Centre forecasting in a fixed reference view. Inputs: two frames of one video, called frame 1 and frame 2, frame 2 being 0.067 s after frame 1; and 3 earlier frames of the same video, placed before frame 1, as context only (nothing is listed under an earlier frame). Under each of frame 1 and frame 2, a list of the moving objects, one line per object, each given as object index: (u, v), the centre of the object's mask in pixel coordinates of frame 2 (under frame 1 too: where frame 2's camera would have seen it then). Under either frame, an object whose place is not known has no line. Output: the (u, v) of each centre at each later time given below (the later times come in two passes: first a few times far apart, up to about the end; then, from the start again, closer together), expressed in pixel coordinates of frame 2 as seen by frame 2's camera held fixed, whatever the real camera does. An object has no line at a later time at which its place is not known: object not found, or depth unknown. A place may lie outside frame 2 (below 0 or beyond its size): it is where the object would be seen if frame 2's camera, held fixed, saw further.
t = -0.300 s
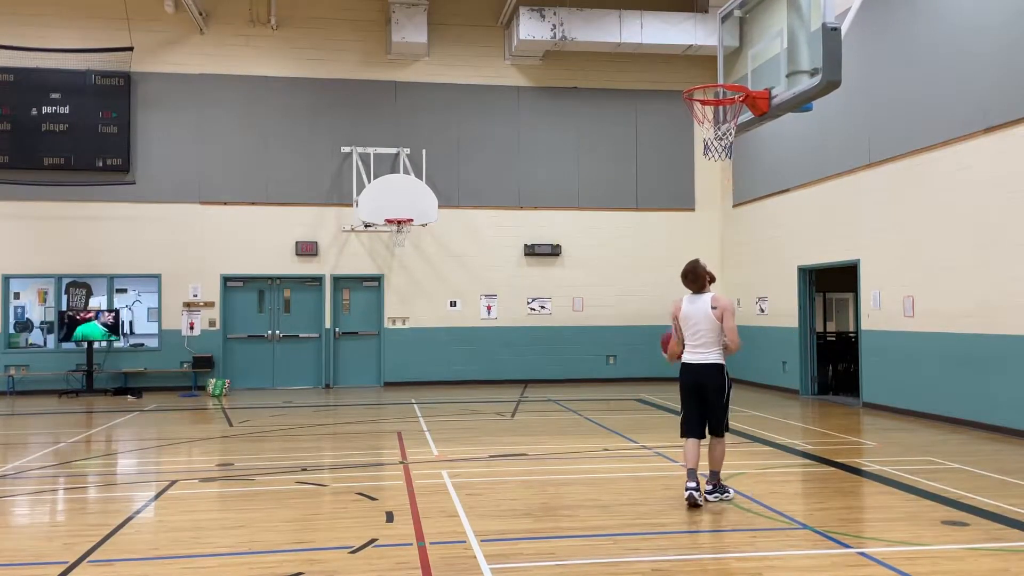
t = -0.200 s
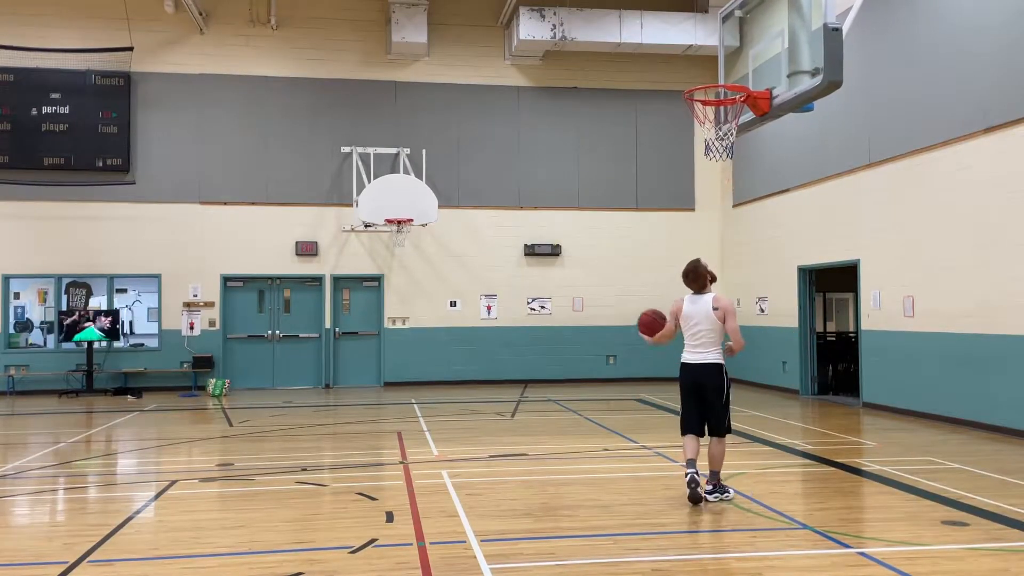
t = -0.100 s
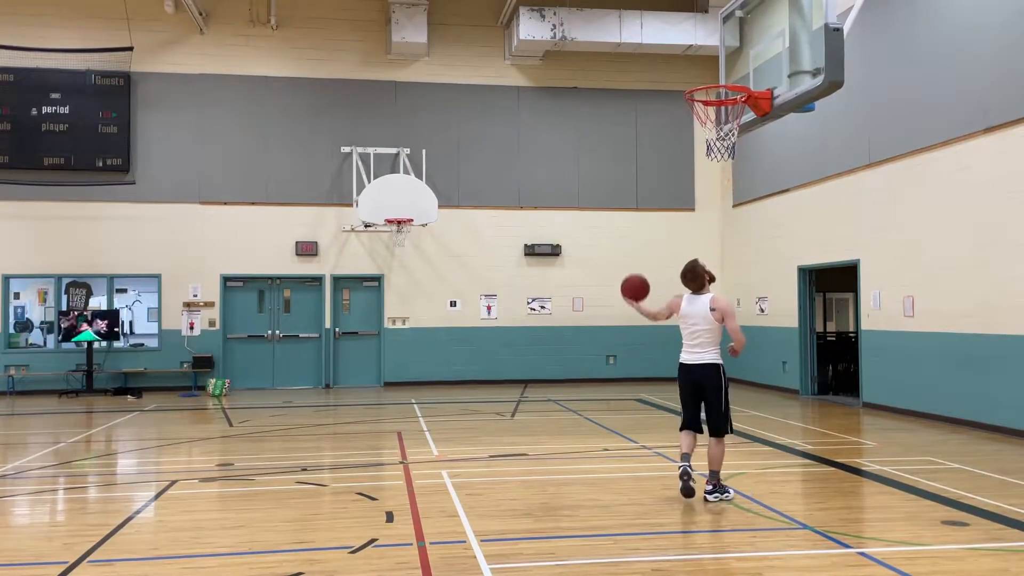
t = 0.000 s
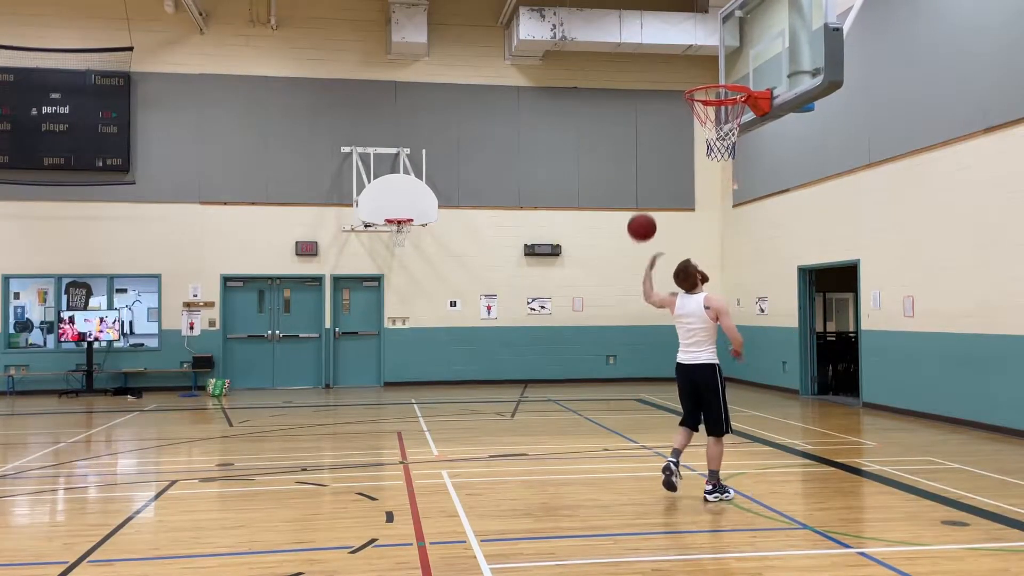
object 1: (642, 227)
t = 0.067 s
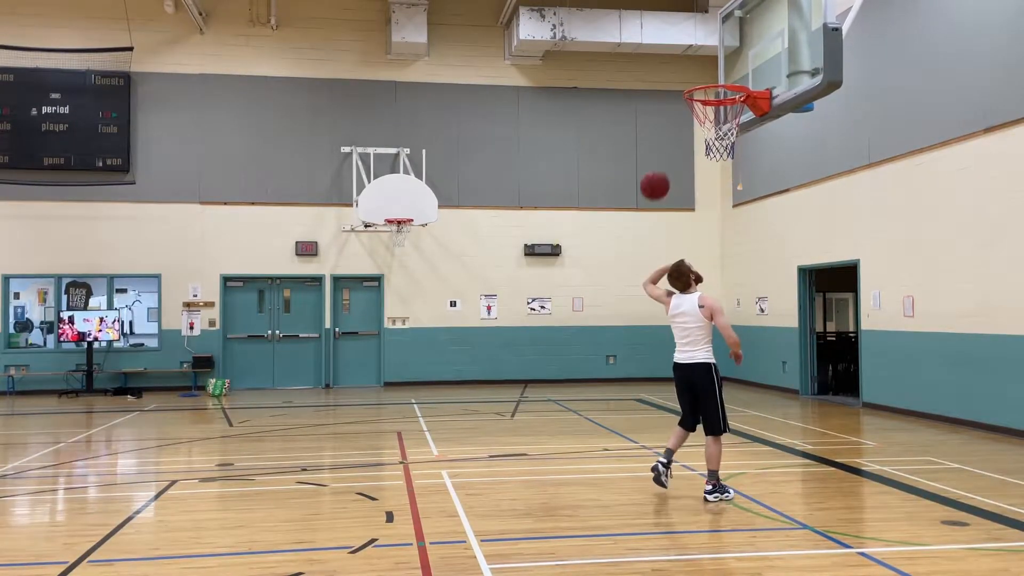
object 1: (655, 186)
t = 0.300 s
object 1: (701, 75)
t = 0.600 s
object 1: (734, 42)
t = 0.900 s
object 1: (711, 124)
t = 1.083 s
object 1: (693, 186)
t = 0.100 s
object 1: (661, 166)
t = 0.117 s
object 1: (665, 157)
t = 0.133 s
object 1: (668, 149)
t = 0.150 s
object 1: (672, 140)
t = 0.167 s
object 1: (675, 132)
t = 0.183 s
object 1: (678, 124)
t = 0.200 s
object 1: (681, 117)
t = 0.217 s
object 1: (684, 111)
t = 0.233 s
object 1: (686, 106)
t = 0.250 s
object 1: (691, 95)
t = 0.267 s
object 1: (696, 86)
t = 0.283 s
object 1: (698, 82)
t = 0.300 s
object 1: (701, 75)
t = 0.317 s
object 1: (705, 72)
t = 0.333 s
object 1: (709, 67)
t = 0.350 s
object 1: (712, 62)
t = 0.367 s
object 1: (716, 57)
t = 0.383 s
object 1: (719, 53)
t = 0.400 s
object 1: (722, 49)
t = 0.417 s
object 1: (726, 45)
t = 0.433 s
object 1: (729, 42)
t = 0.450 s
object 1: (733, 39)
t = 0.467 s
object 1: (736, 37)
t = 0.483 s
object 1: (740, 35)
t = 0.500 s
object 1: (740, 34)
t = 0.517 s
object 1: (739, 35)
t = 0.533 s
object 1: (738, 35)
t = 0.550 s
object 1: (737, 37)
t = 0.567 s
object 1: (736, 38)
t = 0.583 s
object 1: (735, 39)
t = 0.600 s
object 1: (734, 42)
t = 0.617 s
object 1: (733, 44)
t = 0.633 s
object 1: (731, 47)
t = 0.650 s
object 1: (730, 50)
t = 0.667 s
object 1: (729, 54)
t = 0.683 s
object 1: (728, 58)
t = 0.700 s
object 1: (727, 62)
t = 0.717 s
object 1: (726, 67)
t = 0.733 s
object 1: (725, 71)
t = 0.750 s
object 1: (724, 74)
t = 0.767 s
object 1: (722, 83)
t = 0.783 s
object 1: (721, 90)
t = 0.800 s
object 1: (719, 98)
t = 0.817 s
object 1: (719, 104)
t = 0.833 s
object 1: (717, 111)
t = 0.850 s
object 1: (716, 115)
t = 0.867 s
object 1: (714, 119)
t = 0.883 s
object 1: (713, 123)
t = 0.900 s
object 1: (711, 124)
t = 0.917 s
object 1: (709, 134)
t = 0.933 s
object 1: (708, 135)
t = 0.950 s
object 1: (706, 138)
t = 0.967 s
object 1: (704, 144)
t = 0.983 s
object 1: (703, 148)
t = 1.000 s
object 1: (701, 154)
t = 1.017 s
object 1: (699, 160)
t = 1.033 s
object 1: (698, 166)
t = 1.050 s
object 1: (696, 172)
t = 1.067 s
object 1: (695, 179)
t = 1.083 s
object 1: (693, 186)
